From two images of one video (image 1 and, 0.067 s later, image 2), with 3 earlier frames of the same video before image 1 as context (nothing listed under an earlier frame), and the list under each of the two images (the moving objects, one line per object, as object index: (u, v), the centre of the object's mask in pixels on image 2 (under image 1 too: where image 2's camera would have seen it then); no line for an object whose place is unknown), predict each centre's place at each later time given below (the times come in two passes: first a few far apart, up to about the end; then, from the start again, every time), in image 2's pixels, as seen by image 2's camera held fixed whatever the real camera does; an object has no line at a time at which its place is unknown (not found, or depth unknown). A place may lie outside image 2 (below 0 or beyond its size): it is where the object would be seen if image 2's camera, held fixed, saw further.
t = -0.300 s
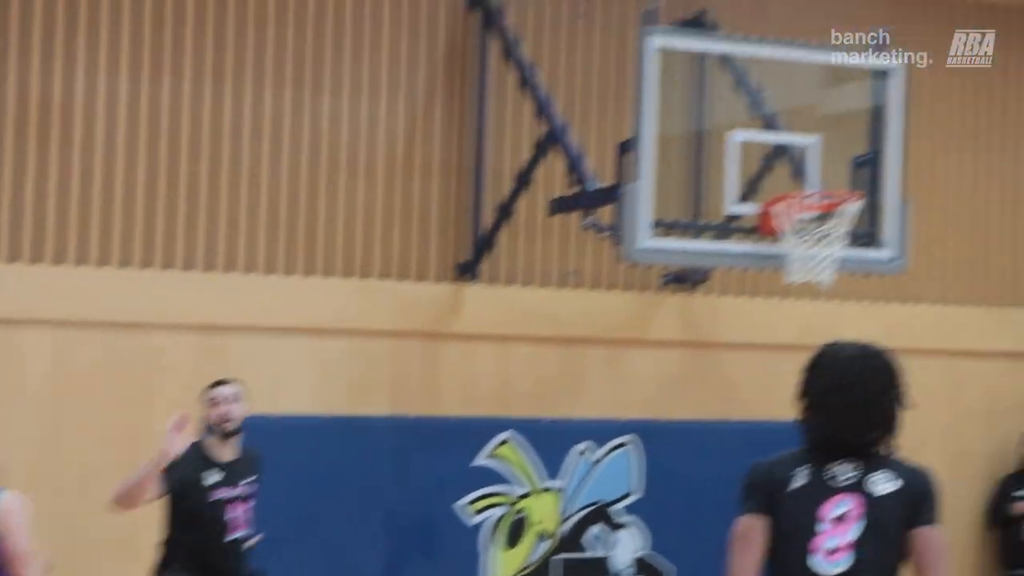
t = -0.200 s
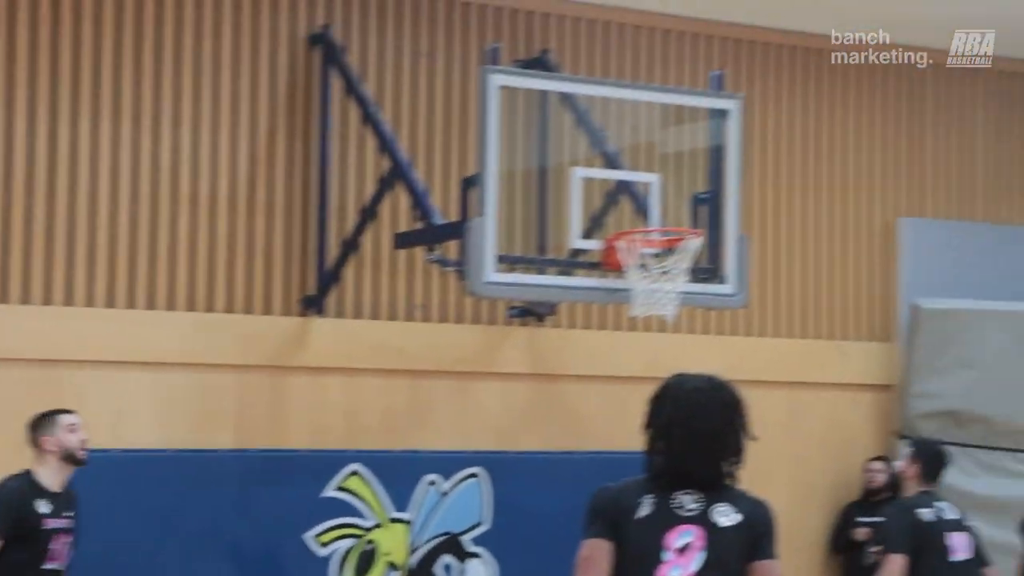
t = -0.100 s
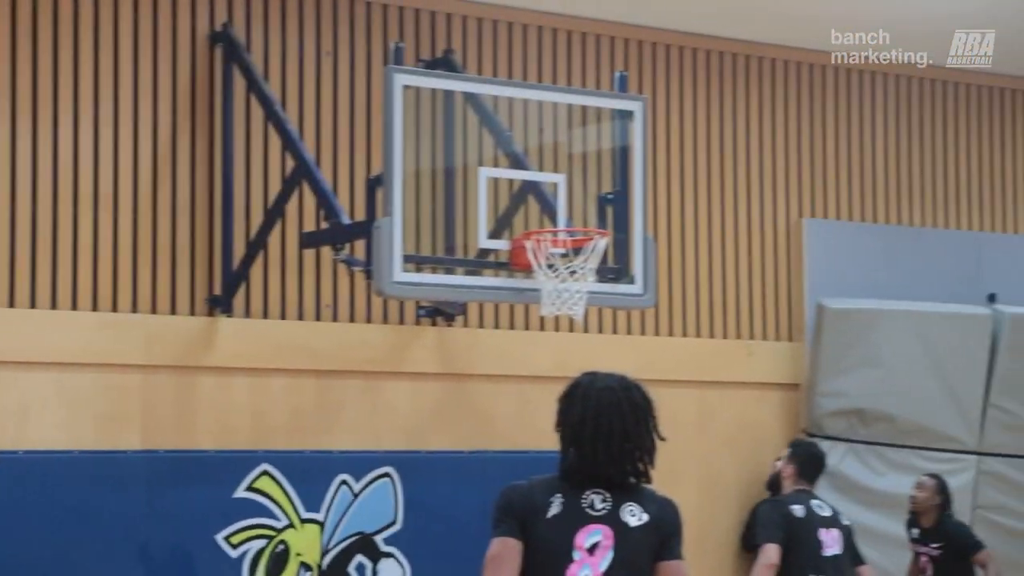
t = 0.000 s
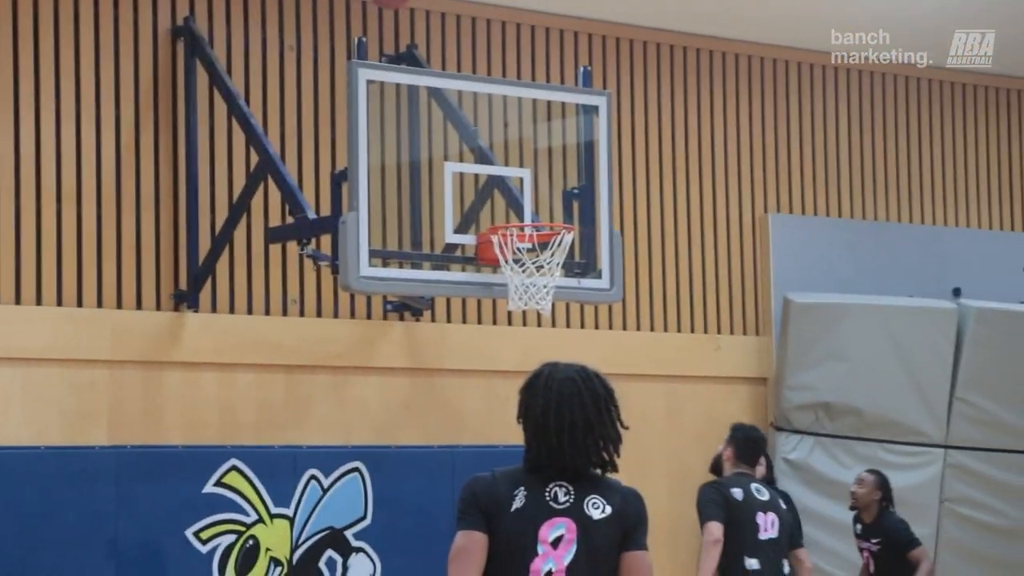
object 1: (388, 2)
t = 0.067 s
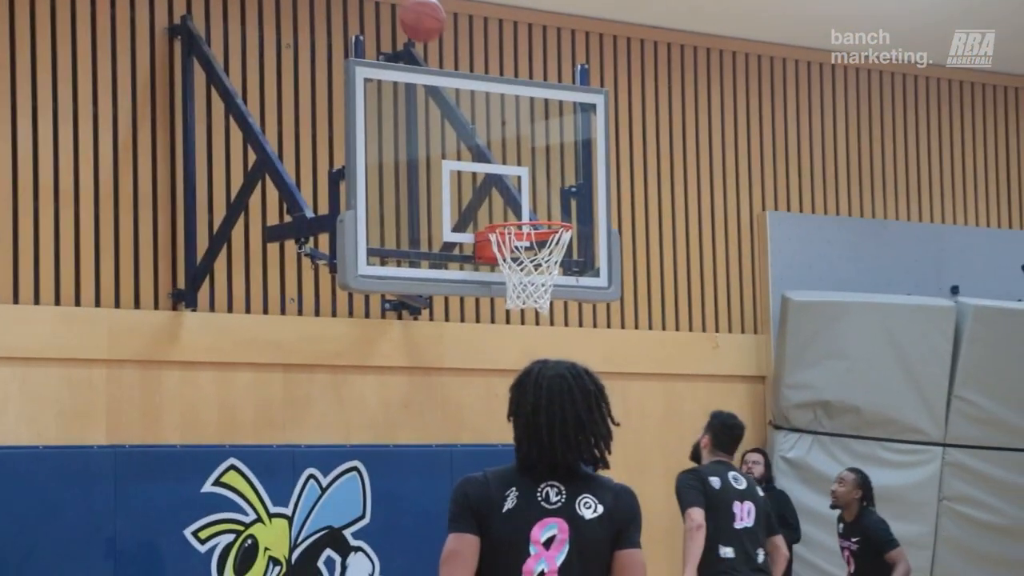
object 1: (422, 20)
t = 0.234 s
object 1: (506, 135)
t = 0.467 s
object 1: (519, 257)
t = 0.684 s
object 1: (554, 268)
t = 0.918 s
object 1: (542, 302)
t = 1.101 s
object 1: (518, 367)
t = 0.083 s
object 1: (431, 27)
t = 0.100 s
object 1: (439, 38)
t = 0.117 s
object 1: (448, 49)
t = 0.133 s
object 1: (457, 60)
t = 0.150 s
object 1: (466, 72)
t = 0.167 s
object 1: (474, 83)
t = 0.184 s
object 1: (482, 96)
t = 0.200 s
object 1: (490, 110)
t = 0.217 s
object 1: (498, 122)
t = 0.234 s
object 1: (506, 135)
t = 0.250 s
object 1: (515, 149)
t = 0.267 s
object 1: (523, 163)
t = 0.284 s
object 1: (532, 178)
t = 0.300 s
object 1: (539, 193)
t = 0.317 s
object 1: (547, 205)
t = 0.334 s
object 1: (553, 213)
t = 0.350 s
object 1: (545, 220)
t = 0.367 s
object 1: (533, 231)
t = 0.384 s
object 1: (524, 238)
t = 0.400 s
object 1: (514, 243)
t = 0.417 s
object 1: (514, 244)
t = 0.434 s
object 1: (514, 247)
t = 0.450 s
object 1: (518, 253)
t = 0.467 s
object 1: (519, 257)
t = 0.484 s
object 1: (523, 262)
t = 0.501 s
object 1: (529, 266)
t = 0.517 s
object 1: (532, 268)
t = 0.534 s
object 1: (537, 269)
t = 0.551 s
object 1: (539, 270)
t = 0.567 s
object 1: (543, 271)
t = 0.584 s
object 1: (547, 270)
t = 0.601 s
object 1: (549, 269)
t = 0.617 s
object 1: (551, 269)
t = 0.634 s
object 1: (552, 268)
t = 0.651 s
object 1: (552, 268)
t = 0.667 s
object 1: (553, 268)
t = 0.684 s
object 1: (554, 268)
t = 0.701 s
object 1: (554, 269)
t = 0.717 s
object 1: (554, 269)
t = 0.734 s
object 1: (555, 270)
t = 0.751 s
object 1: (555, 273)
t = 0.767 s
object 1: (556, 274)
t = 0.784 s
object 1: (555, 277)
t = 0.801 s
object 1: (555, 279)
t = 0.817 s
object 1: (554, 281)
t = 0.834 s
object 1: (552, 284)
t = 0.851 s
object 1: (550, 288)
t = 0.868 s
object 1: (550, 291)
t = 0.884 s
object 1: (548, 294)
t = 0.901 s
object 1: (545, 299)
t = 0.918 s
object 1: (542, 302)
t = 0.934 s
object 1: (539, 309)
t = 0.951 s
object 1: (536, 314)
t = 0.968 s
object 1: (532, 322)
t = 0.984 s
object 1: (529, 325)
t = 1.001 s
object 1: (527, 329)
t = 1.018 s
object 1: (523, 335)
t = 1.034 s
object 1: (521, 343)
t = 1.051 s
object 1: (518, 350)
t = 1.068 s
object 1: (517, 357)
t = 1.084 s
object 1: (517, 362)
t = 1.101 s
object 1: (518, 367)
